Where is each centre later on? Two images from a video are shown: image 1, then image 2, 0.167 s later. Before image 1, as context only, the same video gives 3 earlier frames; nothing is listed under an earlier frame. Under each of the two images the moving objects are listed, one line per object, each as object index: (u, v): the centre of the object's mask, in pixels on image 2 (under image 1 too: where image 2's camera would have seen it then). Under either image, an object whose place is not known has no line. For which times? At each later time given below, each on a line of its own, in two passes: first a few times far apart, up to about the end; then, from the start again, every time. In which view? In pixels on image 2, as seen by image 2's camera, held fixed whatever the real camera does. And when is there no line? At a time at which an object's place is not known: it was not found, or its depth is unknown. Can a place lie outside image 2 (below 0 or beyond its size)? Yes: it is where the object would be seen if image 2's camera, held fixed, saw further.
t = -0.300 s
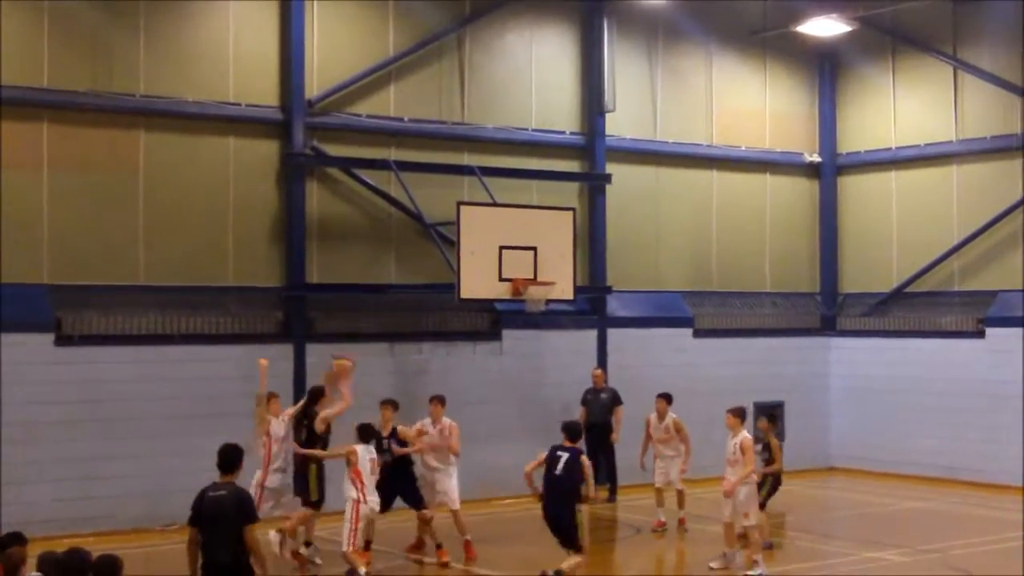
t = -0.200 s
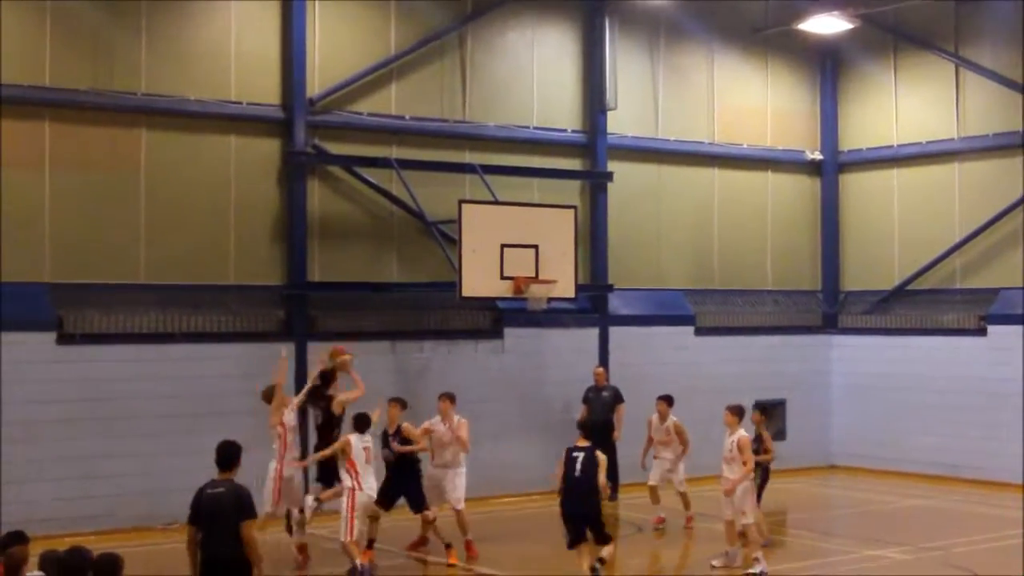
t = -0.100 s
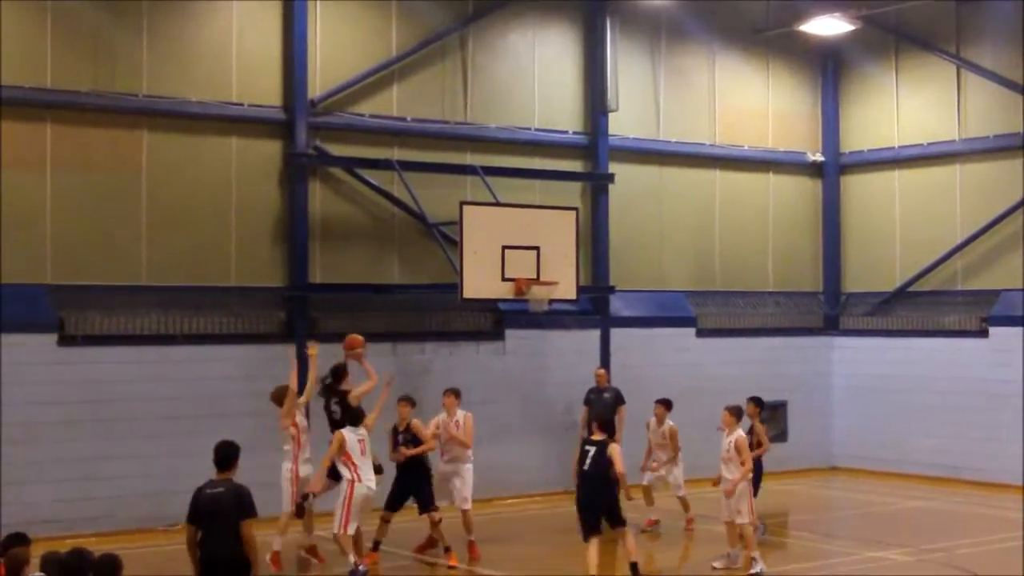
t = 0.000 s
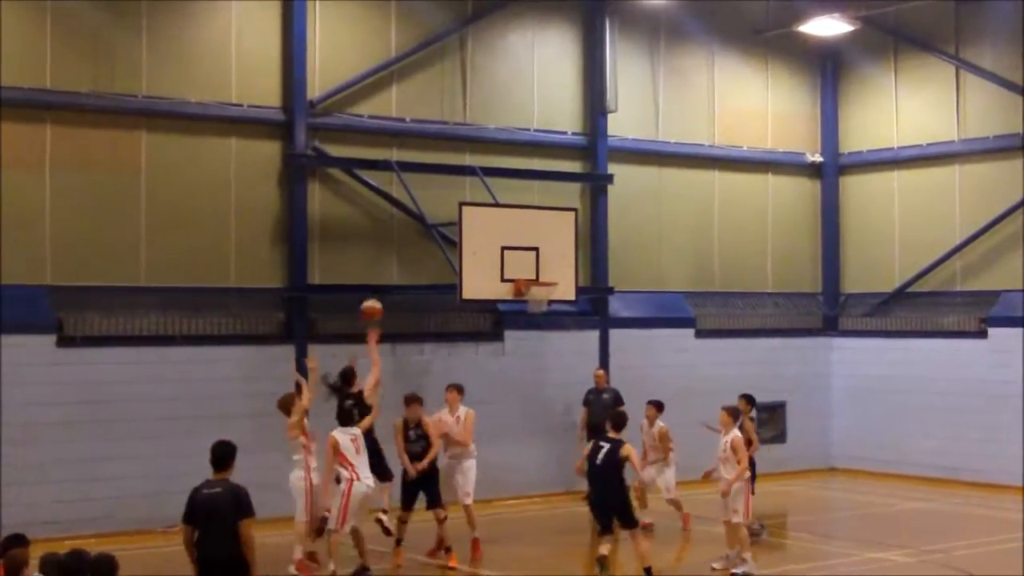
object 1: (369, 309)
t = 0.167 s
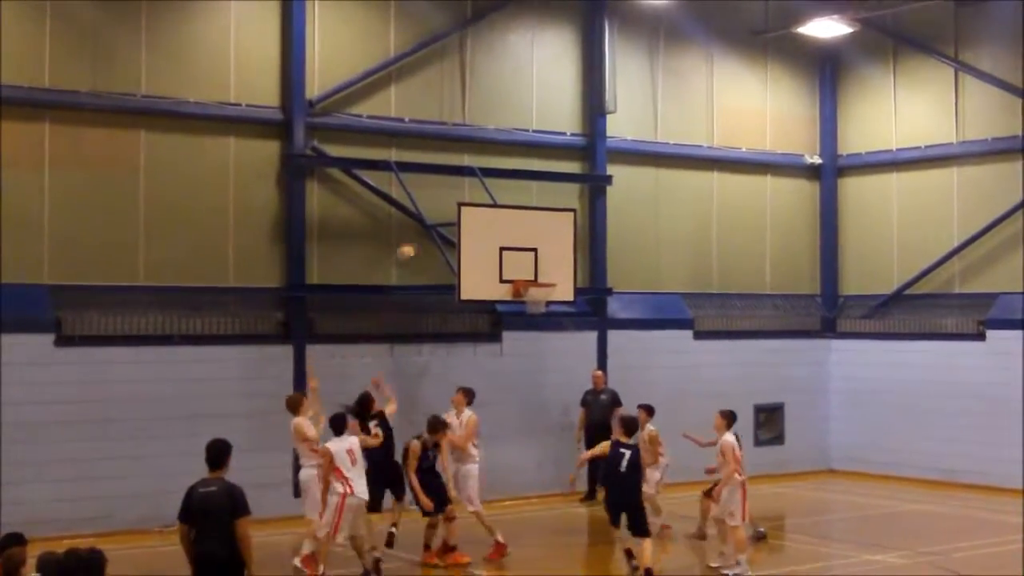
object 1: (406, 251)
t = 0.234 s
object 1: (422, 238)
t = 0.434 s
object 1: (463, 216)
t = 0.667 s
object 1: (506, 236)
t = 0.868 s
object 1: (538, 275)
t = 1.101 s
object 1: (560, 263)
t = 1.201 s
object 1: (570, 271)
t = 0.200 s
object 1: (414, 243)
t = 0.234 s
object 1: (422, 238)
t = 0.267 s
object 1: (430, 231)
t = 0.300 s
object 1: (434, 227)
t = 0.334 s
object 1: (443, 222)
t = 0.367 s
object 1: (449, 217)
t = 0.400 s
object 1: (455, 216)
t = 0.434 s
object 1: (463, 216)
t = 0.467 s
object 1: (469, 216)
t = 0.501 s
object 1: (476, 217)
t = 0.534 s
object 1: (481, 218)
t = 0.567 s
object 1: (487, 221)
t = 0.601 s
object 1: (494, 225)
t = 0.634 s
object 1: (500, 230)
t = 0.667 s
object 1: (506, 236)
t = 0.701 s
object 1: (512, 242)
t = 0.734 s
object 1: (517, 250)
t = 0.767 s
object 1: (524, 257)
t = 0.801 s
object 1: (529, 263)
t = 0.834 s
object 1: (535, 273)
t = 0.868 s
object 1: (538, 275)
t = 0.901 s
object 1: (542, 271)
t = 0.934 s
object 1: (544, 268)
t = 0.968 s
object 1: (548, 265)
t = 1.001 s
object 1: (551, 263)
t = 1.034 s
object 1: (554, 262)
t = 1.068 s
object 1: (557, 262)
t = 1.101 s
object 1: (560, 263)
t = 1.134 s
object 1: (564, 265)
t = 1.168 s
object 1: (567, 267)
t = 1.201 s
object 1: (570, 271)
